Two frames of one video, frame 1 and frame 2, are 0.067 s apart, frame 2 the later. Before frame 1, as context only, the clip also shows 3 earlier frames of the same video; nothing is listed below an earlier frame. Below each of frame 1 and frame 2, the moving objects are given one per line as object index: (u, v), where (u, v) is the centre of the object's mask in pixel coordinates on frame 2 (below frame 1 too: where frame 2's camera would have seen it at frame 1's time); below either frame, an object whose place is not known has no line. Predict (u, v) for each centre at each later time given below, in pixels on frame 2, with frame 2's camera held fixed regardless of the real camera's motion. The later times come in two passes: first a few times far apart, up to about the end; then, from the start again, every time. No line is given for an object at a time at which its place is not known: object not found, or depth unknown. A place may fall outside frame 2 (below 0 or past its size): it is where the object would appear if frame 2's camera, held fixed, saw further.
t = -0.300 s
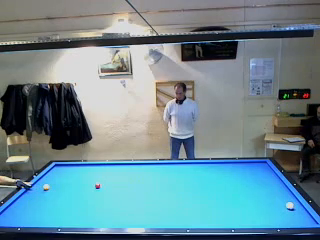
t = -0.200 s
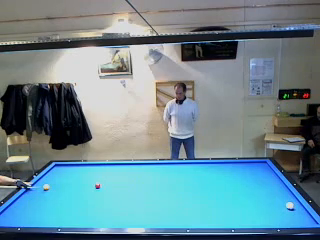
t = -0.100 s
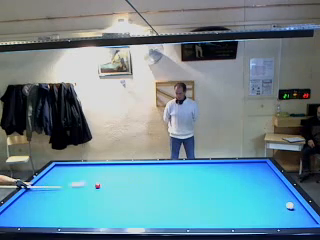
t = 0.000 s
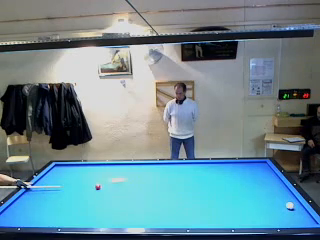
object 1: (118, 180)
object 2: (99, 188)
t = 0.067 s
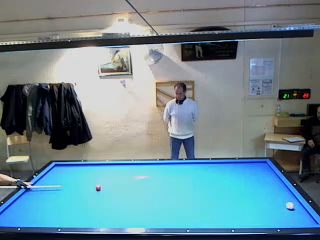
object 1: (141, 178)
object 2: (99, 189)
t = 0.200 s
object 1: (186, 171)
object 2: (99, 191)
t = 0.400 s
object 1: (242, 164)
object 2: (100, 195)
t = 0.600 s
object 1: (244, 168)
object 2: (100, 198)
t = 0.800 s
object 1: (204, 180)
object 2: (101, 202)
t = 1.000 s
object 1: (165, 192)
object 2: (102, 206)
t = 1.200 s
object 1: (127, 204)
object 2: (103, 210)
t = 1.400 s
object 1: (108, 217)
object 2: (79, 216)
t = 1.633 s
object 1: (97, 220)
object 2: (41, 222)
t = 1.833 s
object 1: (90, 213)
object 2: (26, 220)
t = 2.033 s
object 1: (83, 207)
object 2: (11, 216)
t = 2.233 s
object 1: (77, 201)
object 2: (9, 212)
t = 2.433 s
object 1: (72, 196)
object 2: (22, 210)
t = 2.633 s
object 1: (67, 192)
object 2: (34, 207)
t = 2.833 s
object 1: (63, 187)
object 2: (46, 204)
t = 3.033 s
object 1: (58, 183)
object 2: (58, 201)
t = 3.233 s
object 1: (54, 180)
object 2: (69, 199)
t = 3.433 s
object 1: (51, 177)
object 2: (79, 197)
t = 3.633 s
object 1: (48, 173)
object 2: (89, 195)
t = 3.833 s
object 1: (53, 171)
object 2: (98, 193)
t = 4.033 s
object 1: (60, 169)
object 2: (107, 191)
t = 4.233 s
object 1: (66, 167)
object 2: (116, 188)
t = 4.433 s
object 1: (70, 166)
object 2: (124, 187)
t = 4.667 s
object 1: (73, 167)
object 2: (133, 185)
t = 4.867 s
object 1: (75, 168)
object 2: (141, 183)
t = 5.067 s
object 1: (77, 169)
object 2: (148, 181)
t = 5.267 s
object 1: (80, 170)
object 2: (155, 180)
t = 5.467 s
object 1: (83, 171)
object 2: (161, 178)
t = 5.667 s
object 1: (85, 173)
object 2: (168, 177)
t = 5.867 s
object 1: (87, 174)
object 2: (173, 175)
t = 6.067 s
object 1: (90, 175)
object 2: (180, 174)
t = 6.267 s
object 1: (92, 176)
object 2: (185, 173)
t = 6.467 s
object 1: (94, 177)
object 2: (190, 171)
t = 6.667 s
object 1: (97, 178)
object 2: (195, 171)
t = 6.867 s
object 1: (99, 179)
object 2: (201, 170)
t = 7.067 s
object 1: (101, 181)
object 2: (205, 168)
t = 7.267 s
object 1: (104, 181)
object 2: (210, 167)
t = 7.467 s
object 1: (106, 183)
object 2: (214, 166)
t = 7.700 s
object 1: (108, 184)
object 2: (220, 164)
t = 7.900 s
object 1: (110, 185)
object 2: (224, 164)
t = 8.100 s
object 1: (112, 186)
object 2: (227, 164)
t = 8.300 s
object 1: (114, 187)
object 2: (231, 163)
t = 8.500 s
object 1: (116, 188)
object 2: (234, 164)
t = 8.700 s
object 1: (118, 188)
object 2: (237, 164)
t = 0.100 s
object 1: (153, 175)
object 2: (99, 189)
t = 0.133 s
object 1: (164, 174)
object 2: (99, 190)
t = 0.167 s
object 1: (175, 172)
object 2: (99, 190)
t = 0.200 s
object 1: (186, 171)
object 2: (99, 191)
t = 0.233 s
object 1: (196, 170)
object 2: (99, 192)
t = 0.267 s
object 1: (206, 168)
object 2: (99, 192)
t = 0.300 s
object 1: (215, 167)
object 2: (99, 193)
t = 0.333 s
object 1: (224, 166)
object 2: (99, 193)
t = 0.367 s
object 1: (233, 165)
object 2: (100, 194)
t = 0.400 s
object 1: (242, 164)
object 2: (100, 195)
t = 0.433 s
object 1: (251, 163)
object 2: (100, 195)
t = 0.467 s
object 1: (259, 162)
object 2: (100, 196)
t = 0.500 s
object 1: (263, 163)
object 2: (100, 196)
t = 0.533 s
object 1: (257, 164)
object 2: (100, 197)
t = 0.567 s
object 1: (250, 166)
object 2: (100, 197)
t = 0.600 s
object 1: (244, 168)
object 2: (100, 198)
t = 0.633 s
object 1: (237, 170)
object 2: (100, 199)
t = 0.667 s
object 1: (231, 172)
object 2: (100, 200)
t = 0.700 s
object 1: (224, 174)
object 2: (101, 200)
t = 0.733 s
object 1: (218, 176)
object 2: (101, 201)
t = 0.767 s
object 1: (211, 178)
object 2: (101, 201)
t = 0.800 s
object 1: (204, 180)
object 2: (101, 202)
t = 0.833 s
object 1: (198, 182)
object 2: (101, 203)
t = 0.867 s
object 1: (191, 184)
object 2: (101, 203)
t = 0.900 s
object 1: (185, 186)
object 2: (102, 204)
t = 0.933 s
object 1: (179, 187)
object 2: (102, 205)
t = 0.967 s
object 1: (172, 190)
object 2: (102, 205)
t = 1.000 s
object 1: (165, 192)
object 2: (102, 206)
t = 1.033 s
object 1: (160, 194)
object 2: (102, 207)
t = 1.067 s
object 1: (154, 196)
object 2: (102, 207)
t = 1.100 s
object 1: (148, 198)
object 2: (102, 208)
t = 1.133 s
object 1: (141, 200)
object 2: (102, 208)
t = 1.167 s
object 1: (134, 202)
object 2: (103, 209)
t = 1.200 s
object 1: (127, 204)
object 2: (103, 210)
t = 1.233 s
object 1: (120, 207)
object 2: (103, 211)
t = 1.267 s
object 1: (114, 209)
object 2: (104, 211)
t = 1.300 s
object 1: (110, 212)
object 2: (99, 212)
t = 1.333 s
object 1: (109, 213)
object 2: (92, 214)
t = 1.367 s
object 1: (109, 215)
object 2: (86, 215)
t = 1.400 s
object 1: (108, 217)
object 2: (79, 216)
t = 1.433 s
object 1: (107, 219)
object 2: (73, 218)
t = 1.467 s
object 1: (105, 221)
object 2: (67, 219)
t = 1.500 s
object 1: (103, 222)
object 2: (61, 220)
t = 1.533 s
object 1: (101, 222)
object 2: (56, 221)
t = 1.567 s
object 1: (99, 221)
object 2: (50, 221)
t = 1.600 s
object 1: (99, 221)
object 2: (45, 222)
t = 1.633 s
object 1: (97, 220)
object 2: (41, 222)
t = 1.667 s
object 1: (96, 219)
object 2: (39, 221)
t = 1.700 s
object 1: (95, 217)
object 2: (36, 221)
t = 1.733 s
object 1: (93, 216)
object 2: (34, 221)
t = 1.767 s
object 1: (92, 215)
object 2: (31, 221)
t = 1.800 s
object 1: (91, 214)
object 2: (28, 220)
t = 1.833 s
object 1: (90, 213)
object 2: (26, 220)
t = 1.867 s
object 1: (88, 212)
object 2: (23, 219)
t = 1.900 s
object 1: (87, 211)
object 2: (21, 218)
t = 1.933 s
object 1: (87, 210)
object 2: (18, 218)
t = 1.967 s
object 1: (85, 209)
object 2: (16, 217)
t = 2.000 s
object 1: (84, 208)
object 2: (13, 216)
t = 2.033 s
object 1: (83, 207)
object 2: (11, 216)
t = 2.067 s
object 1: (82, 206)
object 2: (9, 215)
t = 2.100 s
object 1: (82, 205)
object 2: (7, 214)
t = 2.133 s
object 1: (80, 204)
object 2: (4, 214)
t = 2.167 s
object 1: (79, 203)
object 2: (4, 213)
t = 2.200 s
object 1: (78, 202)
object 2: (6, 213)
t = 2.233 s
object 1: (77, 201)
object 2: (9, 212)
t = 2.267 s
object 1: (76, 200)
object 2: (11, 212)
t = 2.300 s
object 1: (75, 200)
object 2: (13, 212)
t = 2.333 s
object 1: (74, 199)
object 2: (16, 211)
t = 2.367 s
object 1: (74, 198)
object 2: (18, 211)
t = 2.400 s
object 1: (73, 197)
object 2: (20, 210)
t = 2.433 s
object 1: (72, 196)
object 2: (22, 210)
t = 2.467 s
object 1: (71, 196)
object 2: (24, 209)
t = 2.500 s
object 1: (70, 195)
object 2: (26, 208)
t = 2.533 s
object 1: (70, 194)
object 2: (28, 208)
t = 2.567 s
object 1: (69, 193)
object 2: (30, 208)
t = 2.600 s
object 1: (68, 193)
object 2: (32, 208)
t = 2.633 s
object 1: (67, 192)
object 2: (34, 207)
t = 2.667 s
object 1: (66, 191)
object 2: (36, 206)
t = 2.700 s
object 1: (65, 190)
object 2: (38, 206)
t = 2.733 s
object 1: (65, 190)
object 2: (40, 205)
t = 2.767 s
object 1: (64, 188)
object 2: (42, 205)
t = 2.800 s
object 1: (63, 188)
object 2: (44, 204)
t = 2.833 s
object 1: (63, 187)
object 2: (46, 204)
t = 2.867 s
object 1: (61, 187)
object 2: (48, 204)
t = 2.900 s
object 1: (61, 186)
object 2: (50, 204)
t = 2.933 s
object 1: (60, 185)
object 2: (52, 203)
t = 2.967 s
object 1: (59, 185)
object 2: (54, 202)
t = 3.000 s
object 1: (59, 184)
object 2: (56, 202)
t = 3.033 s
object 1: (58, 183)
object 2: (58, 201)
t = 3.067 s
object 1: (57, 183)
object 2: (59, 201)
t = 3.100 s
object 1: (57, 182)
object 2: (61, 201)
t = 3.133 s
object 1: (56, 181)
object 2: (63, 200)
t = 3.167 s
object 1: (55, 181)
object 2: (65, 200)
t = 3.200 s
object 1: (55, 180)
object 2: (67, 200)
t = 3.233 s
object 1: (54, 180)
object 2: (69, 199)
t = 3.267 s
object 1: (53, 179)
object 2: (70, 199)
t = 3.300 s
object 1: (53, 179)
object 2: (72, 199)
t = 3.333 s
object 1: (52, 178)
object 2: (74, 198)
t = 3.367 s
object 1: (51, 178)
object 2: (76, 198)
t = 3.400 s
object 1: (51, 178)
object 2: (77, 197)
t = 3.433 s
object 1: (51, 177)
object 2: (79, 197)
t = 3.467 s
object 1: (50, 176)
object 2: (81, 196)
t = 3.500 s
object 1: (50, 175)
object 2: (82, 196)
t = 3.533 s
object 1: (50, 175)
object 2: (84, 196)
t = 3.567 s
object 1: (49, 174)
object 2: (85, 196)
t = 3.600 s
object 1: (48, 174)
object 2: (87, 195)
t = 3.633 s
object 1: (48, 173)
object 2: (89, 195)
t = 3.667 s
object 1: (48, 173)
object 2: (90, 195)
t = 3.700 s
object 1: (49, 173)
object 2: (92, 194)
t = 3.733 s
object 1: (50, 172)
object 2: (93, 194)
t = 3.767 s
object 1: (52, 172)
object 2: (95, 194)
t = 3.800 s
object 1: (53, 171)
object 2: (97, 194)
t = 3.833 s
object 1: (53, 171)
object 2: (98, 193)
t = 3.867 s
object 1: (55, 171)
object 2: (100, 192)
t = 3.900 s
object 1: (56, 170)
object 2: (101, 192)
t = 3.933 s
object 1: (57, 170)
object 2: (103, 191)
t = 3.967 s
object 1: (57, 170)
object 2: (105, 191)
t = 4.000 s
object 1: (59, 169)
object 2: (106, 191)
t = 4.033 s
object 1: (60, 169)
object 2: (107, 191)
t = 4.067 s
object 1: (61, 168)
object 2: (109, 190)
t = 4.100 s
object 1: (62, 168)
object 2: (110, 190)
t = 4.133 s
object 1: (63, 168)
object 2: (112, 189)
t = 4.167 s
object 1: (64, 167)
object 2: (113, 189)
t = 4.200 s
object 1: (65, 167)
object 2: (114, 189)
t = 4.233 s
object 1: (66, 167)
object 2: (116, 188)
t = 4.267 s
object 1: (66, 166)
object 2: (117, 188)
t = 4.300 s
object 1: (67, 166)
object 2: (119, 188)
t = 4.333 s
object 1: (68, 166)
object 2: (120, 187)
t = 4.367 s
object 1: (69, 165)
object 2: (121, 187)
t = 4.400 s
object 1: (70, 166)
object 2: (123, 187)
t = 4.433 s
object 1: (70, 166)
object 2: (124, 187)
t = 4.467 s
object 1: (70, 166)
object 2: (125, 186)
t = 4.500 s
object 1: (71, 166)
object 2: (127, 186)
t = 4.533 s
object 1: (71, 166)
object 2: (128, 186)
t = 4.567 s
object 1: (72, 166)
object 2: (129, 185)
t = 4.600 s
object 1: (72, 166)
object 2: (131, 185)
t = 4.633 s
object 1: (73, 166)
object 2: (132, 185)
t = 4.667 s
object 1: (73, 167)
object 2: (133, 185)
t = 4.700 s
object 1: (74, 167)
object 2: (134, 184)
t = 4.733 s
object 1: (74, 167)
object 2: (136, 184)
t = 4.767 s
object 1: (74, 167)
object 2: (137, 184)
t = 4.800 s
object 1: (75, 167)
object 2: (138, 183)
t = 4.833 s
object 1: (75, 168)
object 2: (140, 183)
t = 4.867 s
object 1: (75, 168)
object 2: (141, 183)
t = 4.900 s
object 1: (76, 168)
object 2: (142, 182)
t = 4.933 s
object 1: (76, 168)
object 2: (143, 182)
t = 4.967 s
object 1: (77, 168)
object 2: (144, 182)
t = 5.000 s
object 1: (77, 169)
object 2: (146, 181)
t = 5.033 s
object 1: (77, 169)
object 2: (147, 181)
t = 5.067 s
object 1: (77, 169)
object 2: (148, 181)
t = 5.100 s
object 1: (78, 169)
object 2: (149, 181)
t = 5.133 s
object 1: (78, 170)
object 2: (151, 181)
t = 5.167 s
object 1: (79, 170)
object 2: (151, 181)
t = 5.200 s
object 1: (80, 170)
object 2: (153, 180)
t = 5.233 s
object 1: (80, 170)
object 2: (154, 180)
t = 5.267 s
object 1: (80, 170)
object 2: (155, 180)
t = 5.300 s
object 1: (81, 171)
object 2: (156, 179)
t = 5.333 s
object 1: (81, 171)
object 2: (157, 179)
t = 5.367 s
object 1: (82, 171)
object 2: (158, 179)
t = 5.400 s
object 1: (82, 171)
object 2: (159, 179)
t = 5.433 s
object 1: (82, 171)
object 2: (160, 179)
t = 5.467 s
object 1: (83, 171)
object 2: (161, 178)
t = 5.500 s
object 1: (83, 172)
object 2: (163, 178)
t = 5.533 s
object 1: (84, 172)
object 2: (164, 178)
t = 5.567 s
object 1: (84, 172)
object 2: (165, 178)
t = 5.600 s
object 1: (84, 172)
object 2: (166, 178)
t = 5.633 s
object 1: (85, 173)
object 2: (167, 178)
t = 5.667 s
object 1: (85, 173)
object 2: (168, 177)
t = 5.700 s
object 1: (86, 173)
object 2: (169, 177)
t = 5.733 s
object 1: (86, 173)
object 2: (170, 177)
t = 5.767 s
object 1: (86, 173)
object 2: (171, 176)
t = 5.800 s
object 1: (87, 173)
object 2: (172, 175)
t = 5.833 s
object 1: (87, 174)
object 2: (173, 175)
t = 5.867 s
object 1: (87, 174)
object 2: (173, 175)
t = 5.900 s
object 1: (88, 174)
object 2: (175, 175)
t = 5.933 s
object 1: (88, 174)
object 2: (176, 175)
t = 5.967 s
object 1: (89, 174)
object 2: (177, 175)
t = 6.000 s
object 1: (89, 175)
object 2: (178, 174)
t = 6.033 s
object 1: (90, 175)
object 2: (179, 174)
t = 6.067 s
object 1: (90, 175)
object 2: (180, 174)
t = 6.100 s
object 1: (91, 175)
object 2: (181, 174)
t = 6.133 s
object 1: (91, 175)
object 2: (182, 174)
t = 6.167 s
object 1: (91, 175)
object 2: (182, 173)
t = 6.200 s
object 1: (91, 175)
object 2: (184, 173)
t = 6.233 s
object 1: (92, 175)
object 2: (184, 173)
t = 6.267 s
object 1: (92, 176)
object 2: (185, 173)
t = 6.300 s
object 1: (93, 176)
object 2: (186, 172)
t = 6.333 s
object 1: (93, 177)
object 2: (187, 172)
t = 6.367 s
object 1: (93, 177)
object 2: (188, 172)
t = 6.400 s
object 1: (94, 177)
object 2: (189, 172)
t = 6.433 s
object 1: (94, 177)
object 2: (190, 171)
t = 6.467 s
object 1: (94, 177)
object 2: (190, 171)
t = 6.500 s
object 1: (94, 177)
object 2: (191, 171)
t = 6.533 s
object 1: (95, 177)
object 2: (192, 171)
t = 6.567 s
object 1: (95, 177)
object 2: (193, 171)
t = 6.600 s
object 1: (96, 178)
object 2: (194, 171)
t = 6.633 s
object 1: (96, 178)
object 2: (195, 171)
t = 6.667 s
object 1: (97, 178)
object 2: (195, 171)
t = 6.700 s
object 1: (97, 179)
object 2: (196, 170)
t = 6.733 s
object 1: (98, 179)
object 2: (197, 170)
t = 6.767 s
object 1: (98, 179)
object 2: (198, 170)
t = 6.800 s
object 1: (99, 179)
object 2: (199, 170)
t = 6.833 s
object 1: (99, 179)
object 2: (200, 170)
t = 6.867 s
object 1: (99, 179)
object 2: (201, 170)
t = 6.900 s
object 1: (100, 180)
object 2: (202, 169)
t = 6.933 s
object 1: (100, 180)
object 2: (203, 169)
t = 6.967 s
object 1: (100, 180)
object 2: (203, 169)
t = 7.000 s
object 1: (101, 180)
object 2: (204, 169)
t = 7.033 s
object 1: (101, 180)
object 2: (204, 169)
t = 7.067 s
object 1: (101, 181)
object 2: (205, 168)
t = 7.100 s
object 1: (102, 181)
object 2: (206, 168)
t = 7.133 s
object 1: (102, 181)
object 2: (207, 168)
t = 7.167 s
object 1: (103, 181)
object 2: (208, 168)
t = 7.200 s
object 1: (103, 181)
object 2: (209, 168)
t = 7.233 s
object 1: (103, 181)
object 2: (209, 167)
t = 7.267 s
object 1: (104, 181)
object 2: (210, 167)
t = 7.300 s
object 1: (104, 182)
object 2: (211, 167)
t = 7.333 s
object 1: (105, 182)
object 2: (212, 167)
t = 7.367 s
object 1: (105, 182)
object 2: (212, 167)
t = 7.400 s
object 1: (105, 182)
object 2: (213, 166)
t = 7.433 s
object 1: (105, 182)
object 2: (214, 166)
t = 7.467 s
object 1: (106, 183)
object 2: (214, 166)
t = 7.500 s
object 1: (106, 183)
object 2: (215, 166)
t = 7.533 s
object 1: (107, 183)
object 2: (216, 166)
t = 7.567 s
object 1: (107, 183)
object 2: (217, 165)
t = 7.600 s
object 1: (107, 183)
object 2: (217, 165)
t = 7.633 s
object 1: (108, 183)
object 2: (218, 165)
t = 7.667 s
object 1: (108, 184)
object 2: (219, 165)
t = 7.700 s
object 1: (108, 184)
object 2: (220, 164)
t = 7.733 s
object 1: (109, 184)
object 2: (220, 164)
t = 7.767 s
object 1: (109, 184)
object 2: (221, 164)
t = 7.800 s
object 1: (109, 184)
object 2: (221, 164)
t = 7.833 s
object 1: (109, 184)
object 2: (222, 165)
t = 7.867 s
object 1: (110, 184)
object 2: (223, 164)
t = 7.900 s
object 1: (110, 185)
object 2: (224, 164)
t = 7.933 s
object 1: (110, 185)
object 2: (224, 164)
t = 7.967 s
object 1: (111, 185)
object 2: (225, 164)
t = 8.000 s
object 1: (111, 185)
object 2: (226, 164)
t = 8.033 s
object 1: (112, 185)
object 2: (226, 164)
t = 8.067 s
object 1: (112, 186)
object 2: (227, 163)
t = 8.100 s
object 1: (112, 186)
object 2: (227, 164)
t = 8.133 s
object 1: (113, 186)
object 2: (228, 163)
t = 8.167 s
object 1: (113, 186)
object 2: (228, 163)
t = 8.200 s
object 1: (114, 186)
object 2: (229, 163)
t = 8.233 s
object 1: (114, 186)
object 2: (230, 163)
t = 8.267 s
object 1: (114, 187)
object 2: (230, 163)
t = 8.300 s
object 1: (114, 187)
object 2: (231, 163)
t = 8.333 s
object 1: (114, 187)
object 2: (231, 164)
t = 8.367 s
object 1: (115, 187)
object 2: (232, 163)
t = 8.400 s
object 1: (115, 187)
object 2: (233, 164)
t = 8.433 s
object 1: (116, 187)
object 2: (233, 164)
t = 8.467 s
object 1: (116, 188)
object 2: (234, 164)
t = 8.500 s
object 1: (116, 188)
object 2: (234, 164)
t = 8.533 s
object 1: (117, 188)
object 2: (234, 164)
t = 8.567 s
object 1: (117, 188)
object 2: (235, 164)
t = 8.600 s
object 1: (117, 188)
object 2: (236, 164)
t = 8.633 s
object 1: (117, 188)
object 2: (236, 164)
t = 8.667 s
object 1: (118, 188)
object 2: (236, 164)
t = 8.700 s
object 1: (118, 188)
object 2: (237, 164)
